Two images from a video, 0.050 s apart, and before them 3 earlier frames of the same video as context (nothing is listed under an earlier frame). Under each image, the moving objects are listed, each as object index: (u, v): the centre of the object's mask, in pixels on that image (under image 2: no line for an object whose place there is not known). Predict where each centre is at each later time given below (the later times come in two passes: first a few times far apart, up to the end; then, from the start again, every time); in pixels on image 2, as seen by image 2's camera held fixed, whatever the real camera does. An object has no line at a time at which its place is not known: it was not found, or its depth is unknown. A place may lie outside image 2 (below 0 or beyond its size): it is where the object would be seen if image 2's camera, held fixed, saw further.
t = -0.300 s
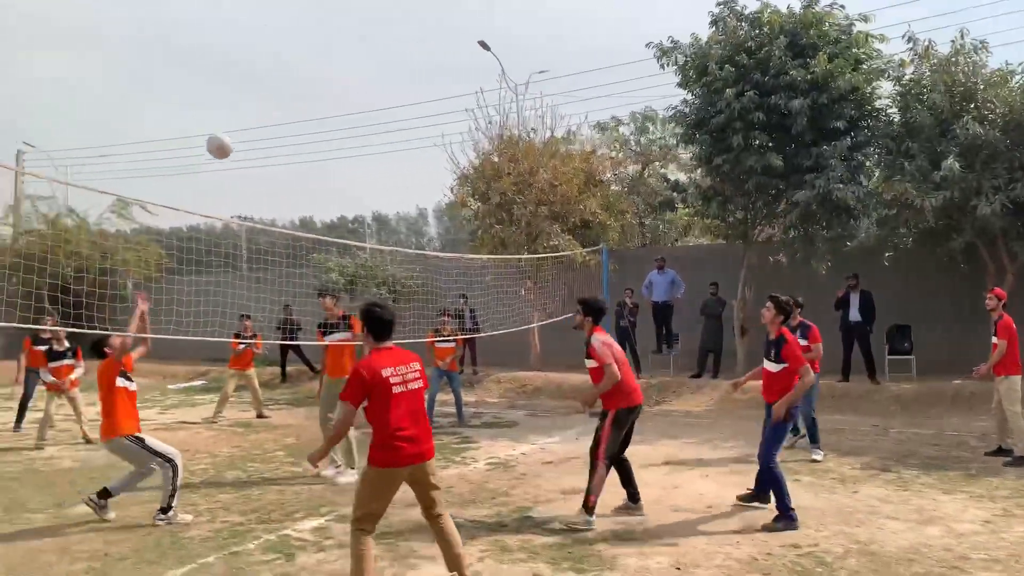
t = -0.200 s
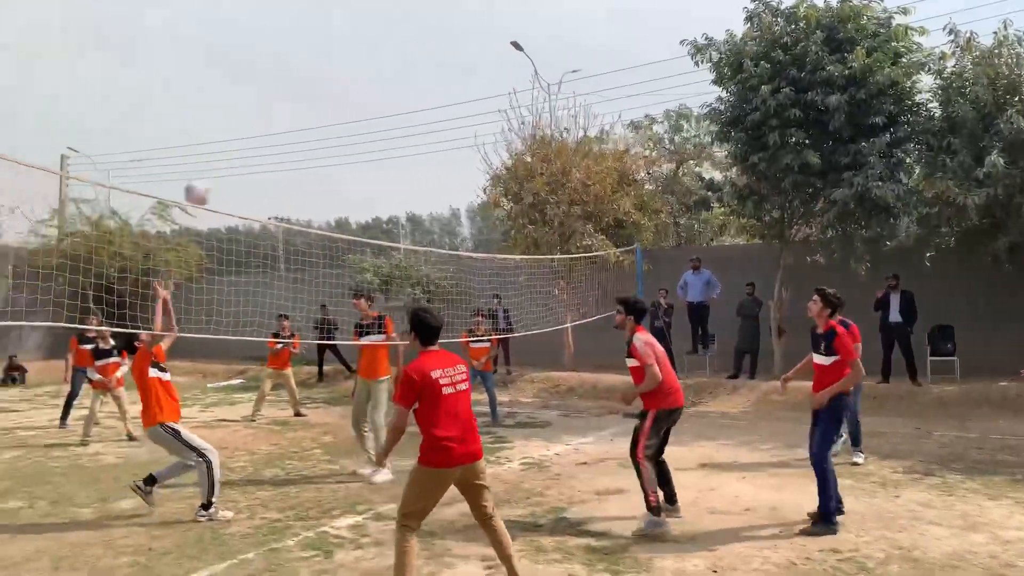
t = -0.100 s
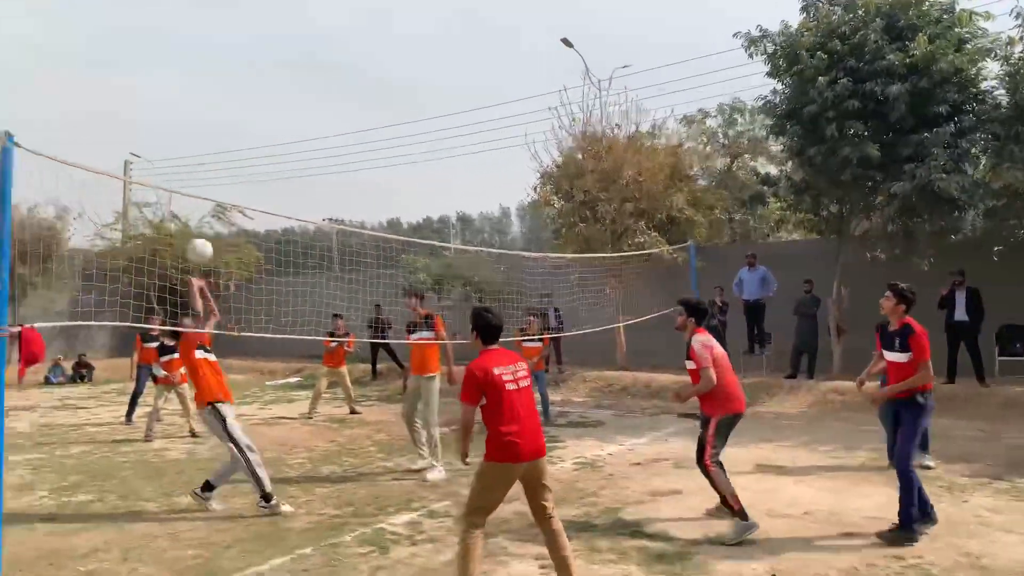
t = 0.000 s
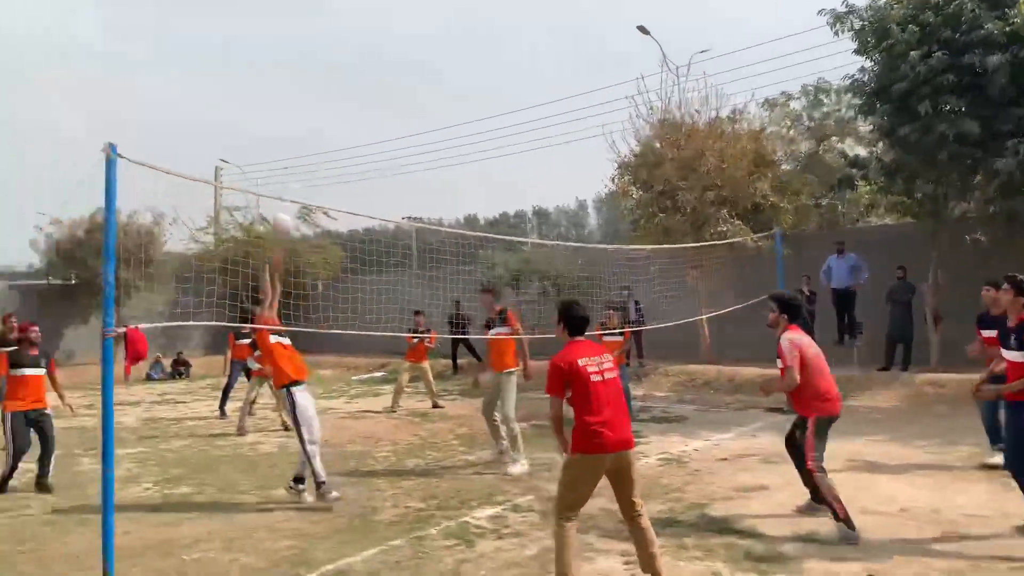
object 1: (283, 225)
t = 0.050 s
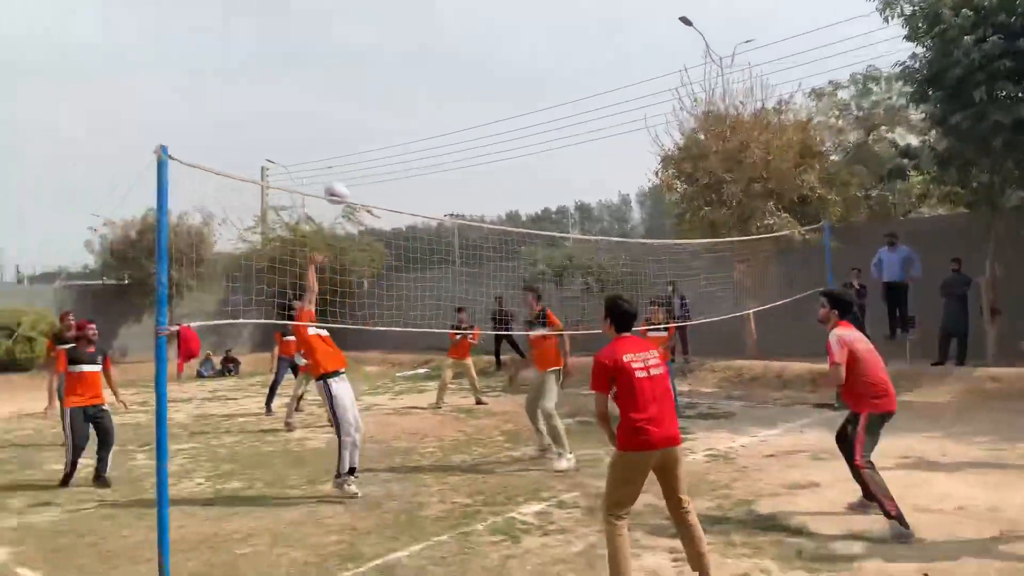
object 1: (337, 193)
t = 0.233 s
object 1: (373, 104)
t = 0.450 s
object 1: (409, 53)
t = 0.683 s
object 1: (444, 54)
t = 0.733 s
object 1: (453, 61)
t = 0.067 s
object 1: (340, 184)
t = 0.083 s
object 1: (343, 176)
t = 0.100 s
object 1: (347, 166)
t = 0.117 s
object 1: (351, 157)
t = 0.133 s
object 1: (354, 148)
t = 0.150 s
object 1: (357, 140)
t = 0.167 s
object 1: (360, 132)
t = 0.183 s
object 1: (363, 124)
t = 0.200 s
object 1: (367, 117)
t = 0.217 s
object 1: (370, 111)
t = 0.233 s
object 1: (373, 104)
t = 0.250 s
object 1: (376, 98)
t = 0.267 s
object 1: (378, 92)
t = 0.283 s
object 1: (381, 87)
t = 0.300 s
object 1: (384, 82)
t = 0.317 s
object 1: (387, 78)
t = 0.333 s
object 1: (390, 73)
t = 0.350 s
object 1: (393, 70)
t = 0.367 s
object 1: (395, 66)
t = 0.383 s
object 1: (398, 63)
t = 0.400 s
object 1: (401, 60)
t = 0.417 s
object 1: (403, 58)
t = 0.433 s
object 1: (406, 55)
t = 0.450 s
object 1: (409, 53)
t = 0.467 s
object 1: (412, 52)
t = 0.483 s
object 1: (414, 50)
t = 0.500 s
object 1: (417, 49)
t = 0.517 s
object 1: (419, 48)
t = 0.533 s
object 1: (422, 48)
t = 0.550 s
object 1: (424, 47)
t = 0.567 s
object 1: (427, 47)
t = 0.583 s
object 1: (430, 47)
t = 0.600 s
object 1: (432, 48)
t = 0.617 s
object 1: (435, 48)
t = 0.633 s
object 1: (437, 49)
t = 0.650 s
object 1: (439, 51)
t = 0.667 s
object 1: (442, 52)
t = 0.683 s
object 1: (444, 54)
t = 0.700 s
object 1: (447, 56)
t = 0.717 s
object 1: (450, 58)
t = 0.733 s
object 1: (453, 61)
